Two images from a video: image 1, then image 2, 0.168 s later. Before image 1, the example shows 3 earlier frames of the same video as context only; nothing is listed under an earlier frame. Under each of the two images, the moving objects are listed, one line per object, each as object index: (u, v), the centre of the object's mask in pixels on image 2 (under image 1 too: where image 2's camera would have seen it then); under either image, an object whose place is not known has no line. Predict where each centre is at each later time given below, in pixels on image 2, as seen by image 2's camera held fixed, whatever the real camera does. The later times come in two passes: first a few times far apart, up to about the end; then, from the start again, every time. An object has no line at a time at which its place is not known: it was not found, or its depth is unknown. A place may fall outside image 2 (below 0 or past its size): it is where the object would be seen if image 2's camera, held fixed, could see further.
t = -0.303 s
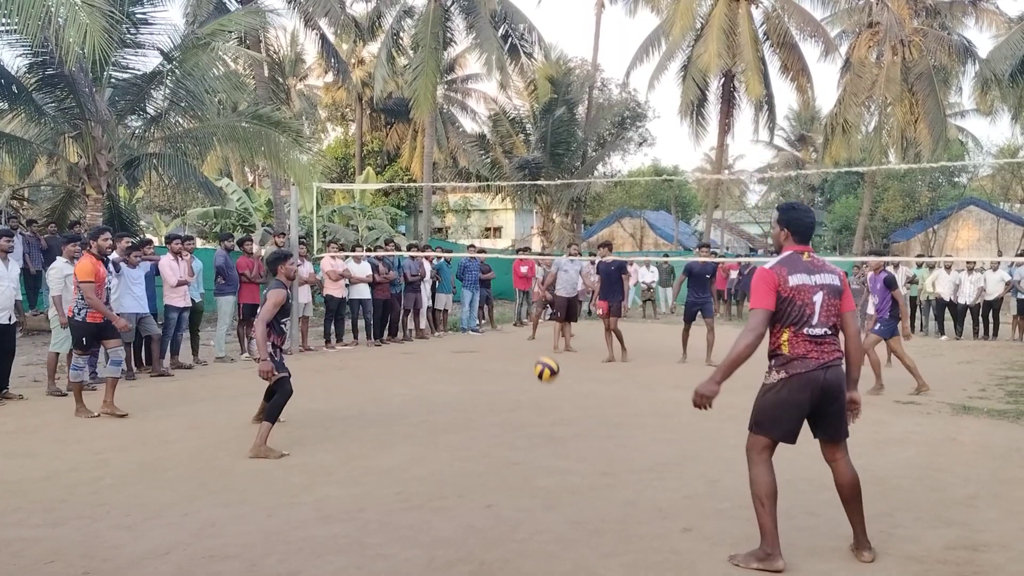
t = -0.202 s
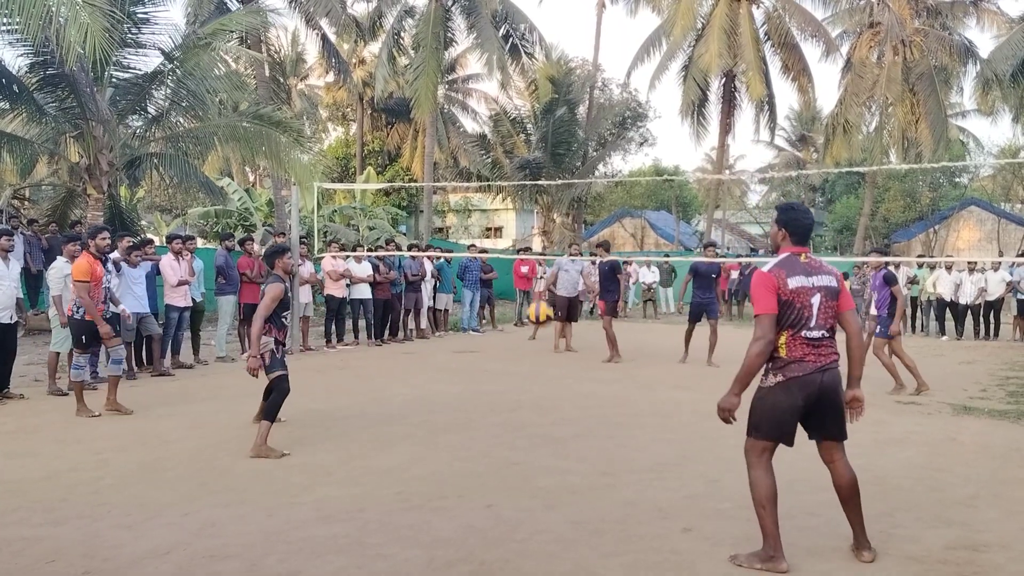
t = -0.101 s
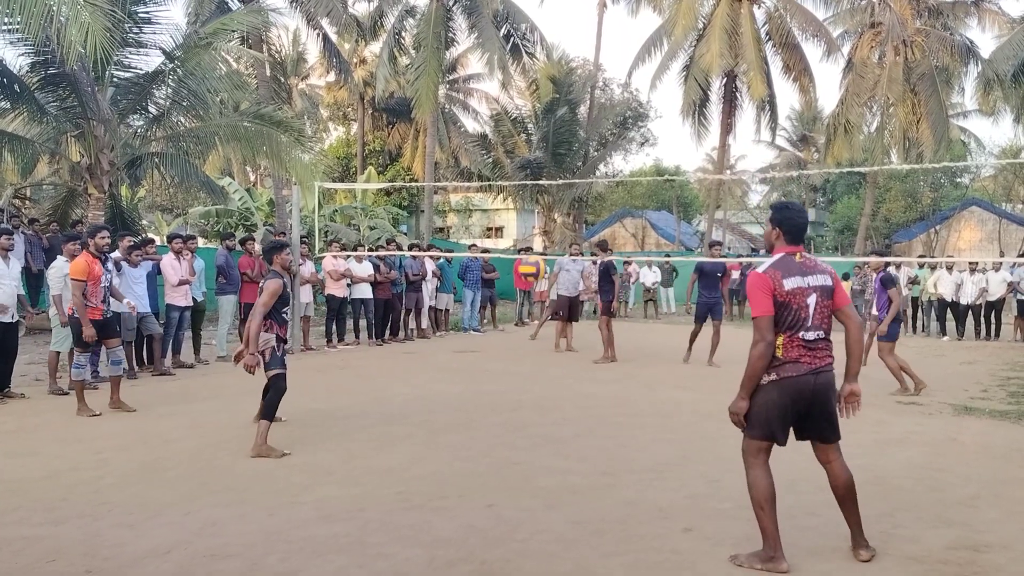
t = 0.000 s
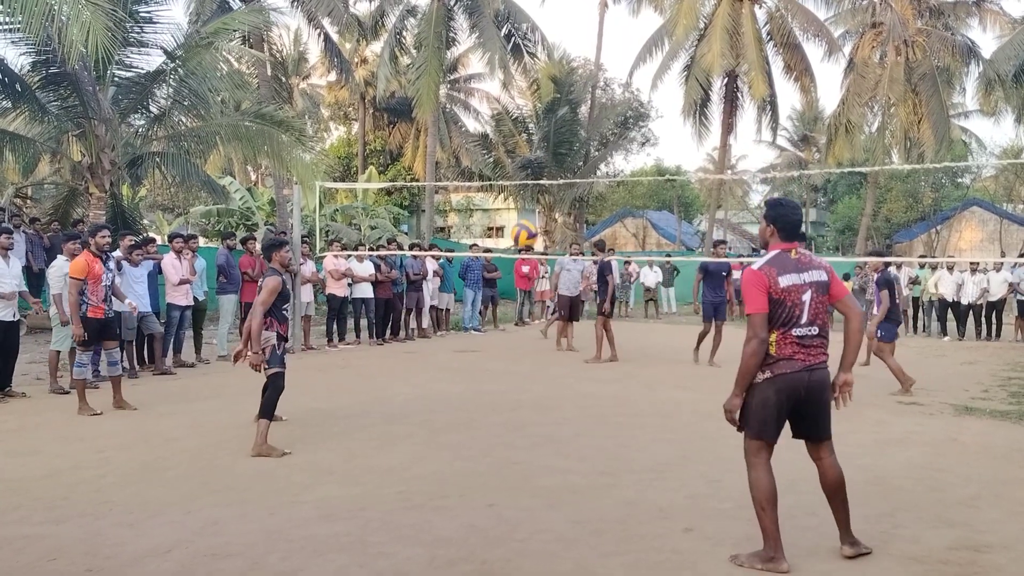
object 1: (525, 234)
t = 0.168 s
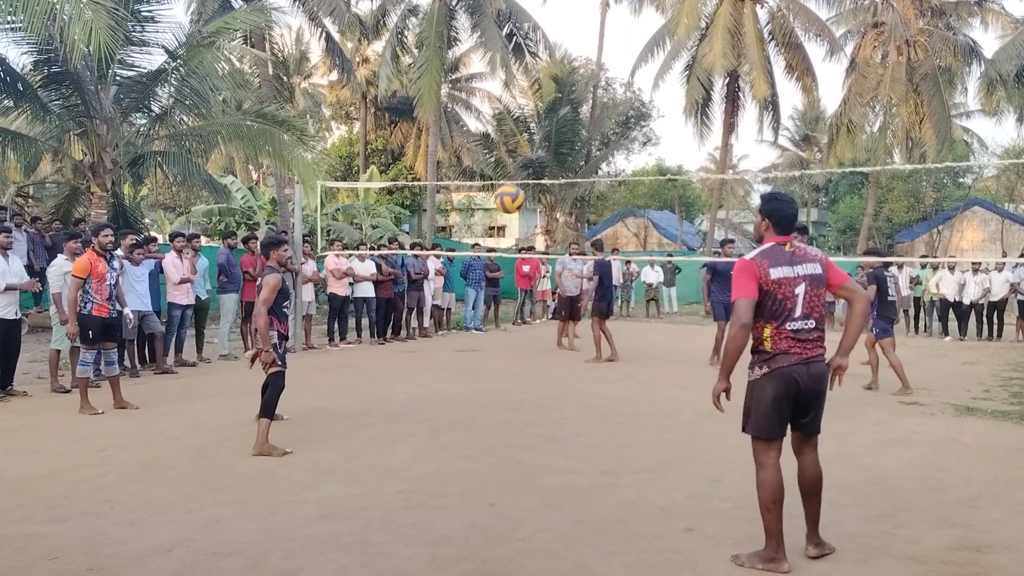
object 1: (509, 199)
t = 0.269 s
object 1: (499, 195)
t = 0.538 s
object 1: (466, 259)
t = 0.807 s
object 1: (427, 448)
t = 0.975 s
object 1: (401, 424)
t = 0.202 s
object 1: (505, 197)
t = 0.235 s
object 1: (502, 195)
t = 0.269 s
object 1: (499, 195)
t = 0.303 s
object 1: (495, 197)
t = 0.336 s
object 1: (491, 200)
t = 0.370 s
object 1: (487, 206)
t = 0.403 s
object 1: (483, 212)
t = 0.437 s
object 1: (479, 221)
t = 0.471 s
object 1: (474, 232)
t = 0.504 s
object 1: (471, 243)
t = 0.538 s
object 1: (466, 259)
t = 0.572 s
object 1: (462, 274)
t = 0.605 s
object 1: (457, 292)
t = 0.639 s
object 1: (452, 313)
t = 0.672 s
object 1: (448, 334)
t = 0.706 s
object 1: (443, 358)
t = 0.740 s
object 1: (438, 386)
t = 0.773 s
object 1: (432, 417)
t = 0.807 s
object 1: (427, 448)
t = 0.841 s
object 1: (422, 483)
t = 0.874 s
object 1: (416, 492)
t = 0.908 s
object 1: (411, 468)
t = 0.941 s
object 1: (406, 445)
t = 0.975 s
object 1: (401, 424)
